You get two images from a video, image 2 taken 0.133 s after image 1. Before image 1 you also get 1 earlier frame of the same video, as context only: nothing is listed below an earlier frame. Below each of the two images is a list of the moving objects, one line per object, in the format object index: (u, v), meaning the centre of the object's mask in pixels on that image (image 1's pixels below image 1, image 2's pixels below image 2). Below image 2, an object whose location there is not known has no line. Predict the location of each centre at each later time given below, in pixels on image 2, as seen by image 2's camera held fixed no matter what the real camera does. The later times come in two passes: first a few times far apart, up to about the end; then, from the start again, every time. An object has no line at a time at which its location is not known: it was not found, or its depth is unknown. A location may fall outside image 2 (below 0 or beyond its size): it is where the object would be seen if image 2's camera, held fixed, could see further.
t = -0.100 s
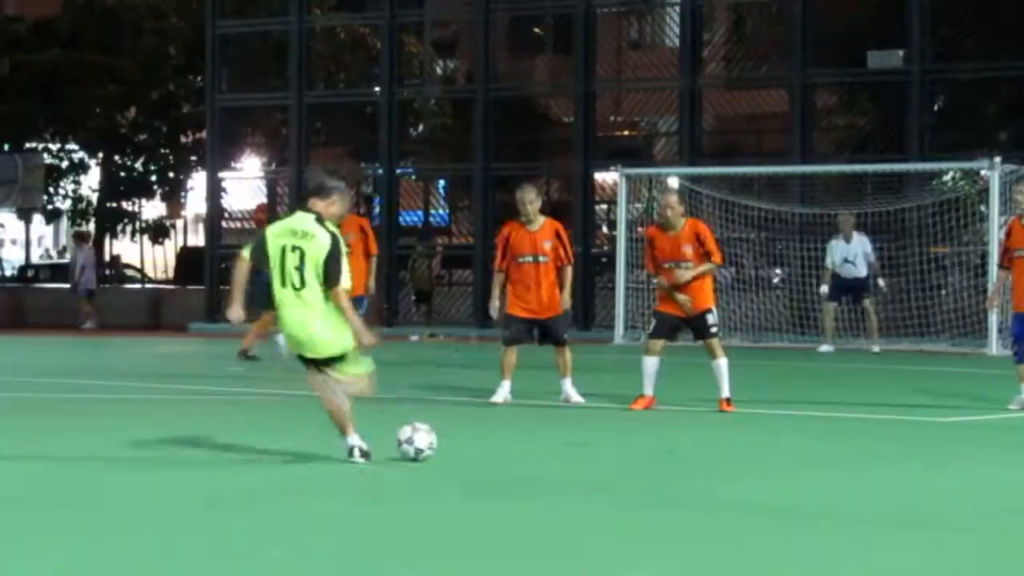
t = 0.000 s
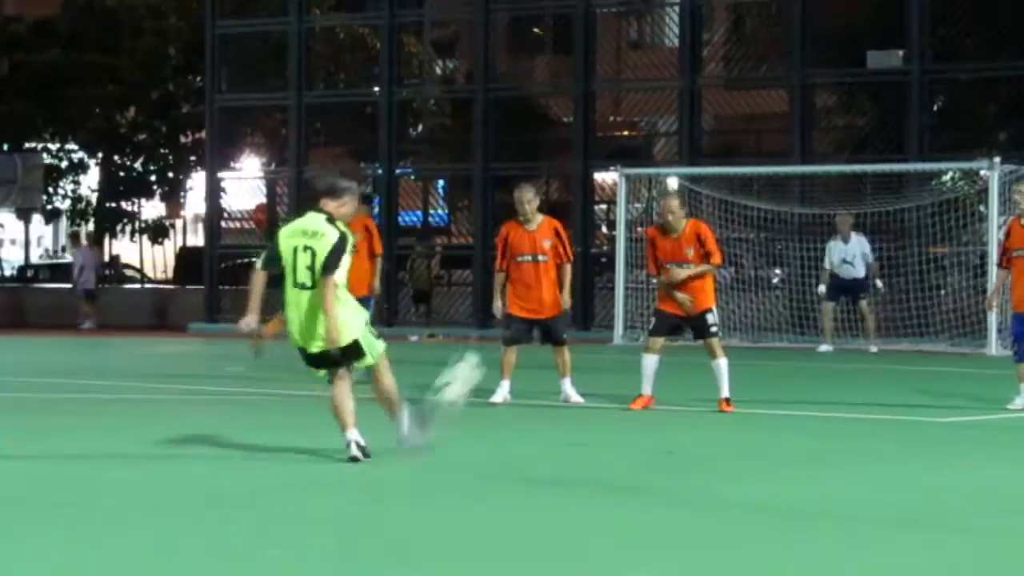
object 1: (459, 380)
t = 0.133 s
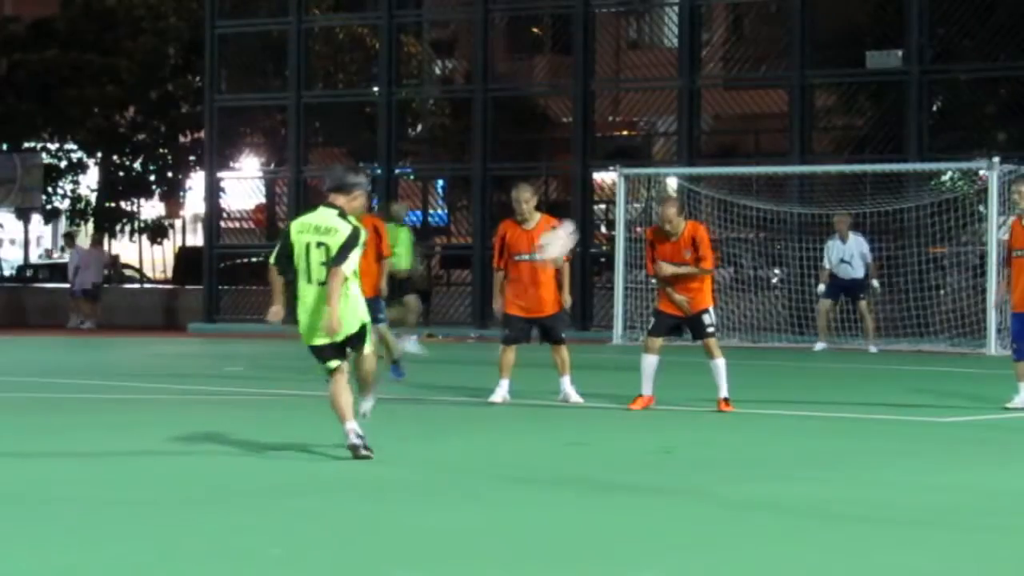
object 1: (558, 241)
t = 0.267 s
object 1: (626, 150)
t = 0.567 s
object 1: (724, 54)
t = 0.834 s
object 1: (770, 53)
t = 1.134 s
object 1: (795, 118)
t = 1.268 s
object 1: (801, 163)
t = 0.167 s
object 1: (576, 216)
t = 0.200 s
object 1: (592, 194)
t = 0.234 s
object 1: (612, 166)
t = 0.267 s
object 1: (626, 150)
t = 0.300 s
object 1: (640, 134)
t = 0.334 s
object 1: (655, 119)
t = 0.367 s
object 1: (667, 104)
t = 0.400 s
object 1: (678, 93)
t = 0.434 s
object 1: (689, 82)
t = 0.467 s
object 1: (699, 74)
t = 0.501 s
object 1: (708, 65)
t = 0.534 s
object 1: (716, 59)
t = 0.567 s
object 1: (724, 54)
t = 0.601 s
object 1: (732, 50)
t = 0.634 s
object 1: (738, 47)
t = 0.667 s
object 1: (744, 46)
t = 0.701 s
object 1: (751, 45)
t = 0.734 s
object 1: (756, 45)
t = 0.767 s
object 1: (761, 47)
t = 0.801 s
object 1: (765, 50)
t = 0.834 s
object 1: (770, 53)
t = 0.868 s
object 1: (774, 57)
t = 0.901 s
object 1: (777, 62)
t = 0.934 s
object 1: (780, 67)
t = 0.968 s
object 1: (783, 74)
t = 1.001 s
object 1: (787, 81)
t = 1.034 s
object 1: (789, 89)
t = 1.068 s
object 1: (791, 98)
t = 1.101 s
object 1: (794, 108)
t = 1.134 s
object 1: (795, 118)
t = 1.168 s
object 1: (797, 129)
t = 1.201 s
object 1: (798, 140)
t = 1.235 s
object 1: (800, 151)
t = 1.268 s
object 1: (801, 163)
